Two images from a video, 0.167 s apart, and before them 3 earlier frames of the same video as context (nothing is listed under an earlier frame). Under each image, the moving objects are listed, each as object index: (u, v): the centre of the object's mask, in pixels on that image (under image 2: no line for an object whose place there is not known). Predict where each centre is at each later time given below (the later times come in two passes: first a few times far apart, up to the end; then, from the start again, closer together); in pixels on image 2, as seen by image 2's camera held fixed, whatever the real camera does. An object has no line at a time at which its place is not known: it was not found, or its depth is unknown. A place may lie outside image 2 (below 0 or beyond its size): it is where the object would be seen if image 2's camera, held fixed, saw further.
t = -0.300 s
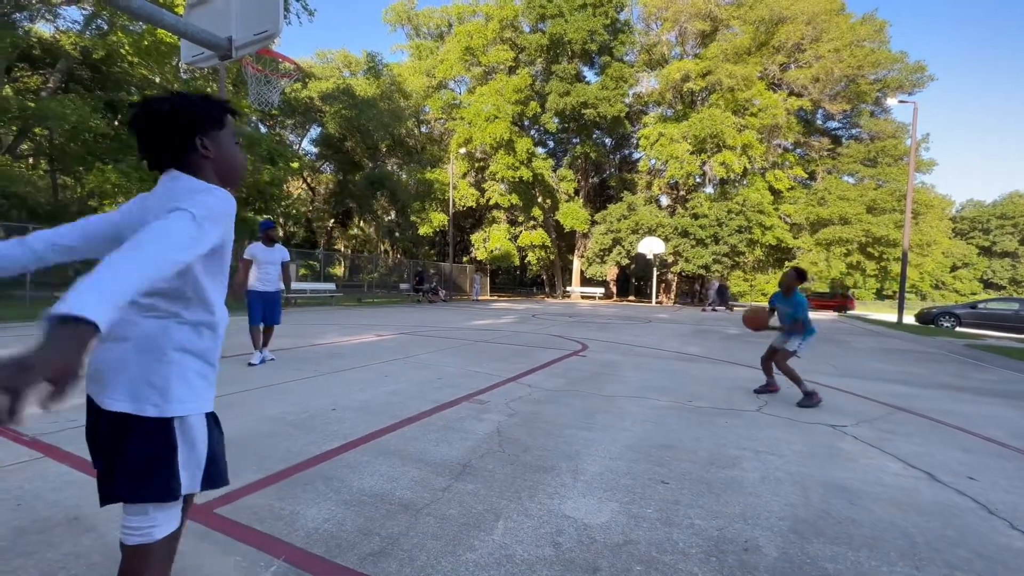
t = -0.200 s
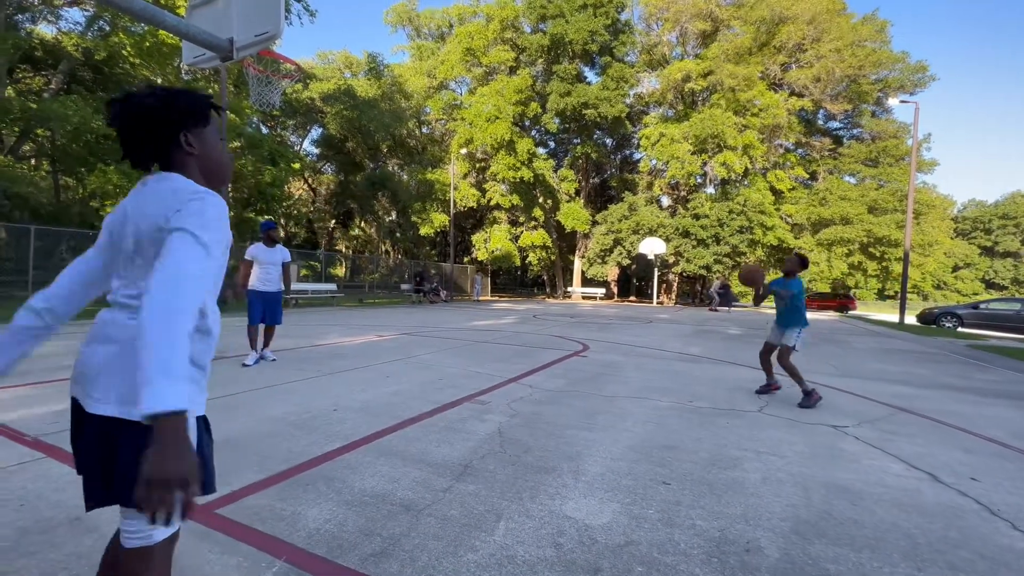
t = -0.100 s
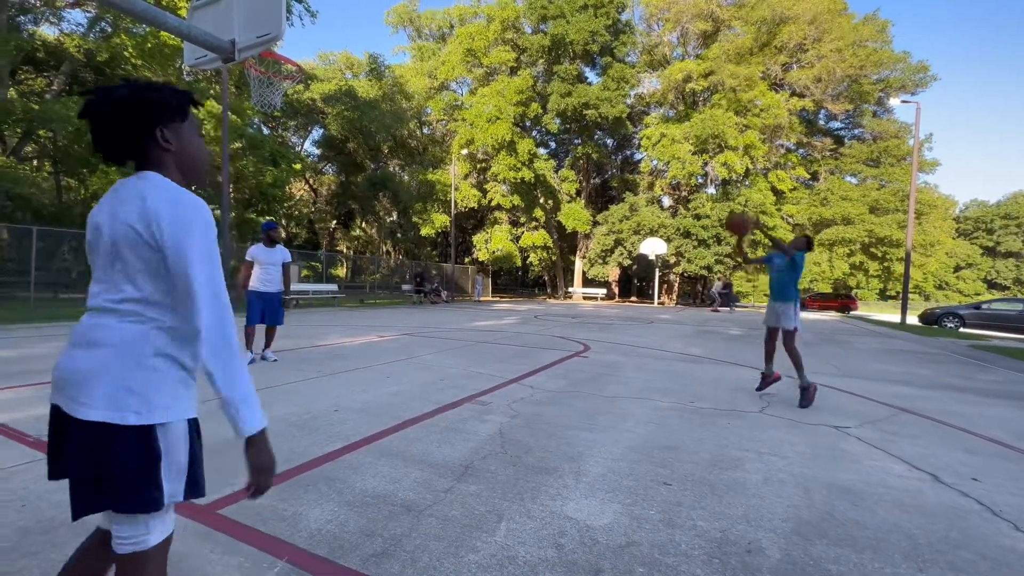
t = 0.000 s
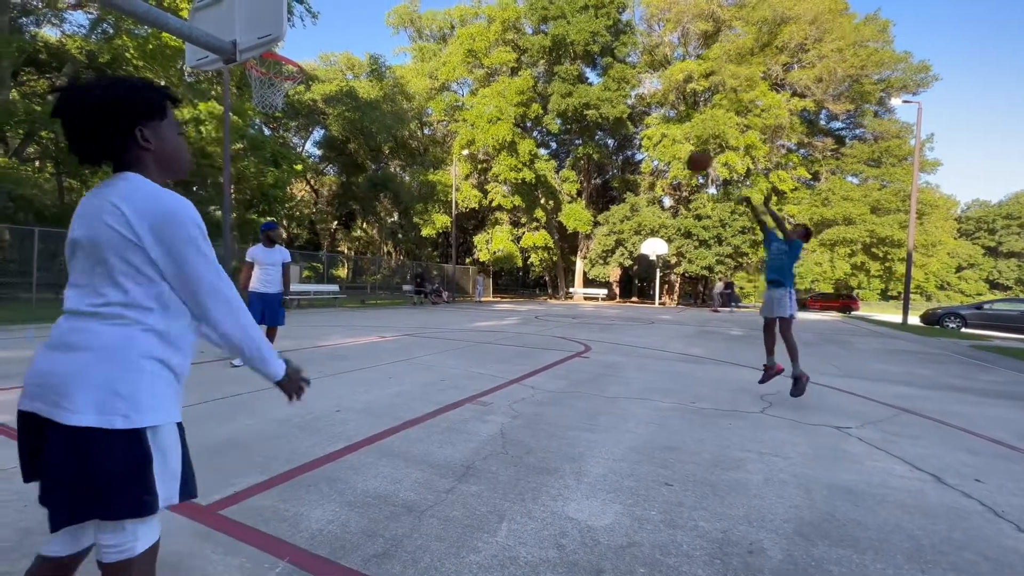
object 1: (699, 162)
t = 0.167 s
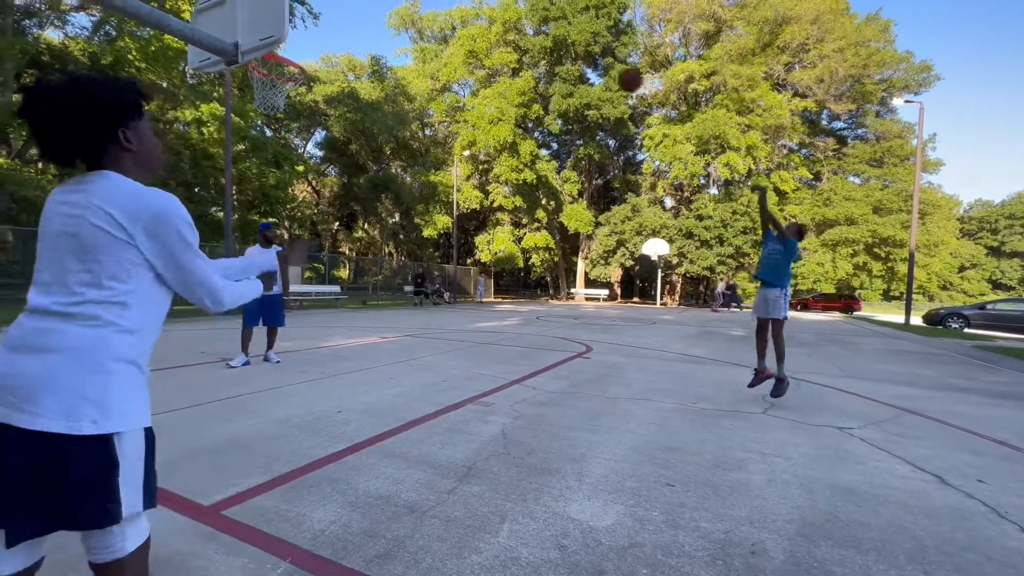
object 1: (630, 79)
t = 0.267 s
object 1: (589, 46)
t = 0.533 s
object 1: (475, 5)
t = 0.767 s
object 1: (374, 15)
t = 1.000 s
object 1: (322, 46)
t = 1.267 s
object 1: (377, 44)
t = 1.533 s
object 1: (432, 118)
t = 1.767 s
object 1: (476, 245)
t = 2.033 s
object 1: (517, 355)
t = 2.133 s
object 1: (528, 309)
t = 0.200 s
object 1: (616, 66)
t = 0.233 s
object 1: (603, 55)
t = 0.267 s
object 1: (589, 46)
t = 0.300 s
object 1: (575, 35)
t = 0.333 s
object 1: (560, 25)
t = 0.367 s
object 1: (546, 17)
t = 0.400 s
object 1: (533, 12)
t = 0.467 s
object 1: (504, 7)
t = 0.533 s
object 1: (475, 5)
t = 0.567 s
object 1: (461, 4)
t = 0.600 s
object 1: (447, 4)
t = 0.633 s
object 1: (432, 5)
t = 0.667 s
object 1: (418, 6)
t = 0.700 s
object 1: (403, 8)
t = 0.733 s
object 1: (389, 11)
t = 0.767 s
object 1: (374, 15)
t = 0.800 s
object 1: (359, 23)
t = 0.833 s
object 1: (344, 32)
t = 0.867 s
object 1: (330, 41)
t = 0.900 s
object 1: (315, 52)
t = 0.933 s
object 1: (308, 59)
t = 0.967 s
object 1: (315, 52)
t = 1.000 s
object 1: (322, 46)
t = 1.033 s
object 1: (328, 42)
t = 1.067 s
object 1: (336, 39)
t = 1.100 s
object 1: (342, 36)
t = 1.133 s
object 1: (350, 35)
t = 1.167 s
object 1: (357, 35)
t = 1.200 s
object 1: (363, 37)
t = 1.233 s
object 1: (370, 40)
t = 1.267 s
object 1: (377, 44)
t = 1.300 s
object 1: (384, 48)
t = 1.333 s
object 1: (391, 55)
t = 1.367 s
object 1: (398, 62)
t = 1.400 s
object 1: (404, 71)
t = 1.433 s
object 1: (410, 81)
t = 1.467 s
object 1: (418, 92)
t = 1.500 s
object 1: (424, 104)
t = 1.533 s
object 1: (432, 118)
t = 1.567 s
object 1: (436, 133)
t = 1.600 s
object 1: (444, 149)
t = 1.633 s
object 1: (450, 166)
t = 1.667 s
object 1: (457, 184)
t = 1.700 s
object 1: (463, 205)
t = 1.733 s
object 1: (469, 223)
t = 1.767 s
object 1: (476, 245)
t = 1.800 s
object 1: (482, 268)
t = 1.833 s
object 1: (487, 291)
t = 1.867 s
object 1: (493, 316)
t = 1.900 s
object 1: (499, 343)
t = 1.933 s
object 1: (505, 369)
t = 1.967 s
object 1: (510, 391)
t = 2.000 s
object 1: (514, 372)
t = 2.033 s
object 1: (517, 355)
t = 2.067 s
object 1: (521, 339)
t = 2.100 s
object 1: (525, 324)
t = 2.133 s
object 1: (528, 309)
